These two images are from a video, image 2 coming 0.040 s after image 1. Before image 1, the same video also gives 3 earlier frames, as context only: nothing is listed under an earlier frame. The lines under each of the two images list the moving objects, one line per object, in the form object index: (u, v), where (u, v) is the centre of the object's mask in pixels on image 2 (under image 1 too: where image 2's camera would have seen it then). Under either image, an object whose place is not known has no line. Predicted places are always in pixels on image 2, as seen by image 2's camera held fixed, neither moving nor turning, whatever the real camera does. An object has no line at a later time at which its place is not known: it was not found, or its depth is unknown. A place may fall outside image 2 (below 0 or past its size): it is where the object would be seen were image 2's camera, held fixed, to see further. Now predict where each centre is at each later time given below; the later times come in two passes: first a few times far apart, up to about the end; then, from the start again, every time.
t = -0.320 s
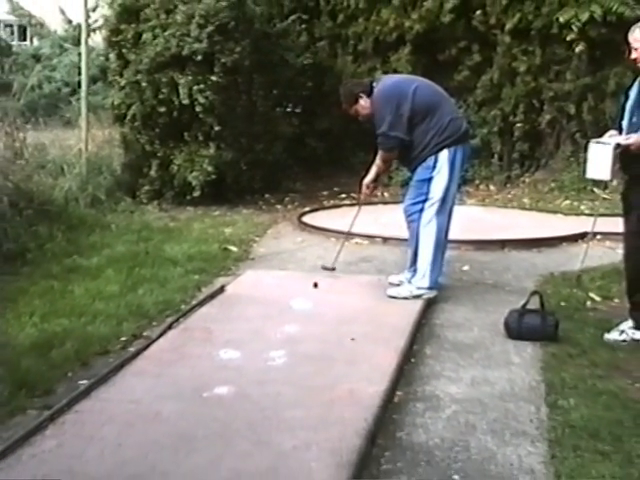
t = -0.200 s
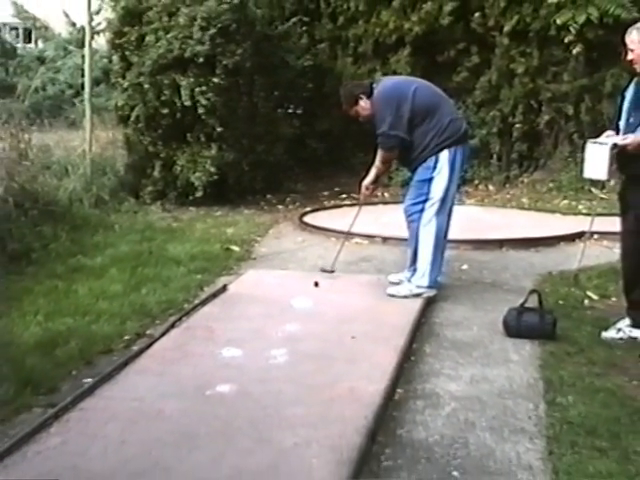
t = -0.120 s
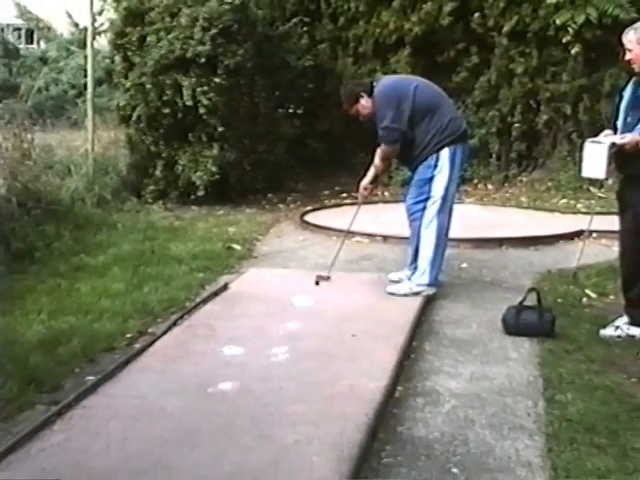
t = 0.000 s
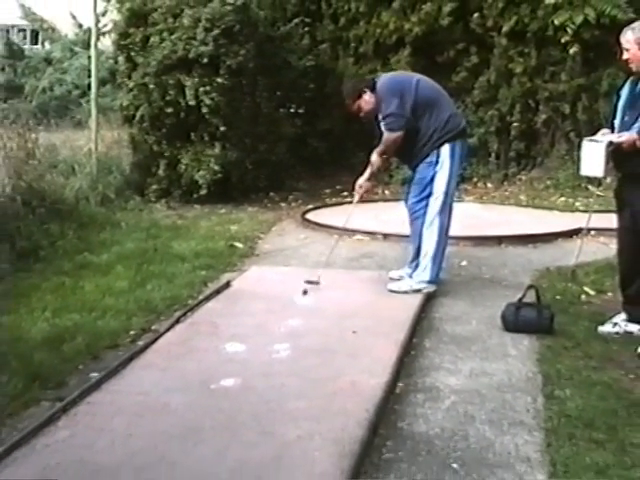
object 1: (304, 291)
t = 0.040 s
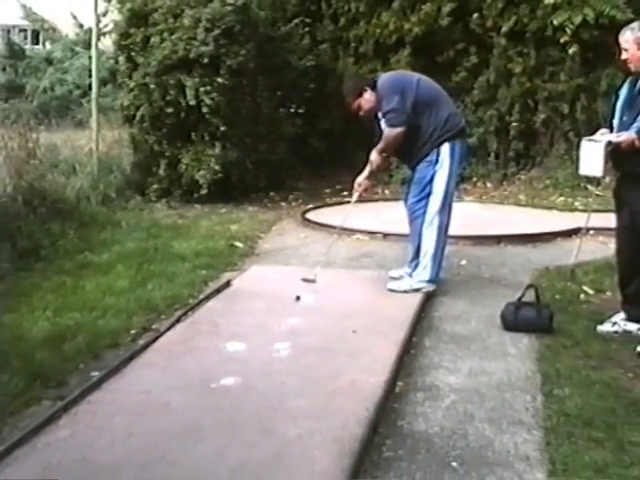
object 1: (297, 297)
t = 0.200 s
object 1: (269, 325)
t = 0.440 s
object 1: (221, 369)
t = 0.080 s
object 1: (291, 304)
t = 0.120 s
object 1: (283, 311)
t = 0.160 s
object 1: (276, 317)
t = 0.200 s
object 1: (269, 325)
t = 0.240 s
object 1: (261, 332)
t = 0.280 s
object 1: (254, 339)
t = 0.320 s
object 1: (246, 346)
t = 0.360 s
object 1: (238, 353)
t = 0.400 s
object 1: (230, 361)
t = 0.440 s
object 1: (221, 369)
